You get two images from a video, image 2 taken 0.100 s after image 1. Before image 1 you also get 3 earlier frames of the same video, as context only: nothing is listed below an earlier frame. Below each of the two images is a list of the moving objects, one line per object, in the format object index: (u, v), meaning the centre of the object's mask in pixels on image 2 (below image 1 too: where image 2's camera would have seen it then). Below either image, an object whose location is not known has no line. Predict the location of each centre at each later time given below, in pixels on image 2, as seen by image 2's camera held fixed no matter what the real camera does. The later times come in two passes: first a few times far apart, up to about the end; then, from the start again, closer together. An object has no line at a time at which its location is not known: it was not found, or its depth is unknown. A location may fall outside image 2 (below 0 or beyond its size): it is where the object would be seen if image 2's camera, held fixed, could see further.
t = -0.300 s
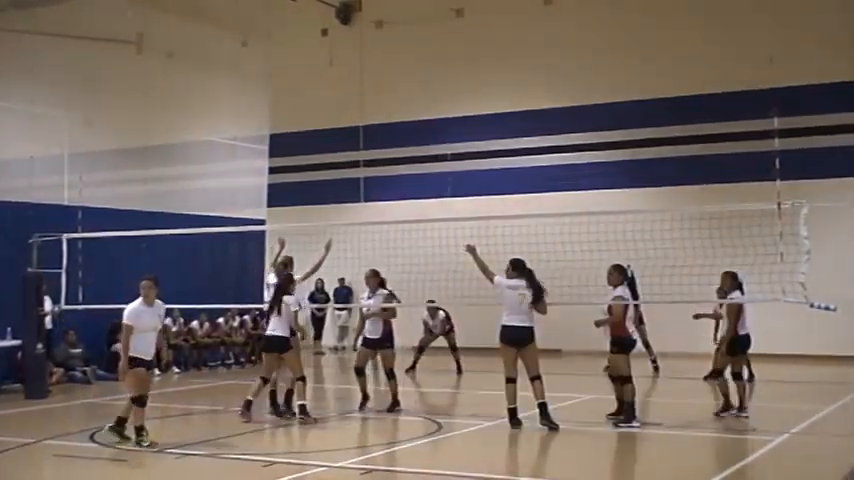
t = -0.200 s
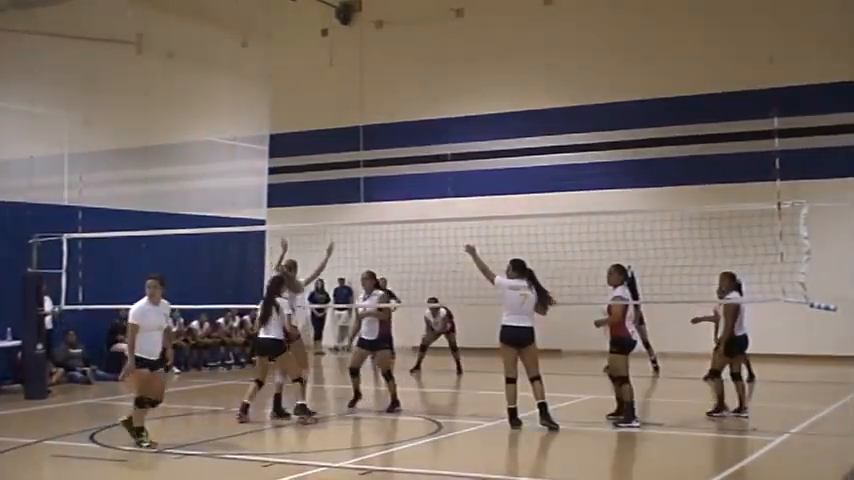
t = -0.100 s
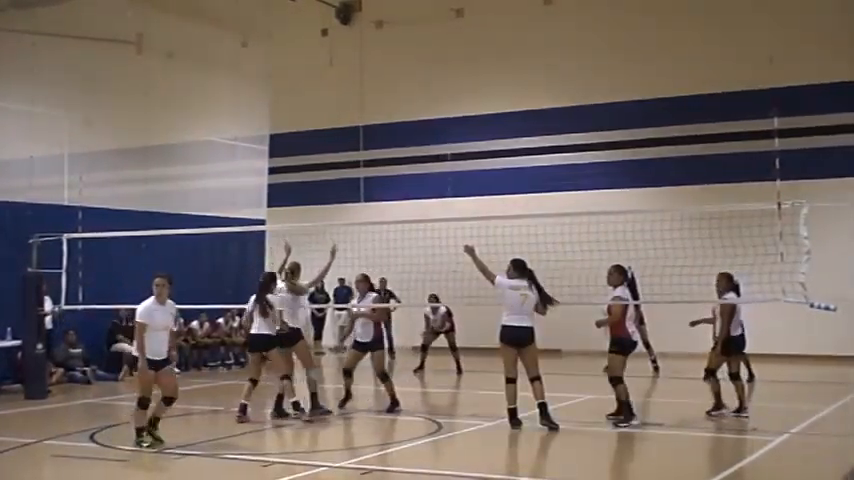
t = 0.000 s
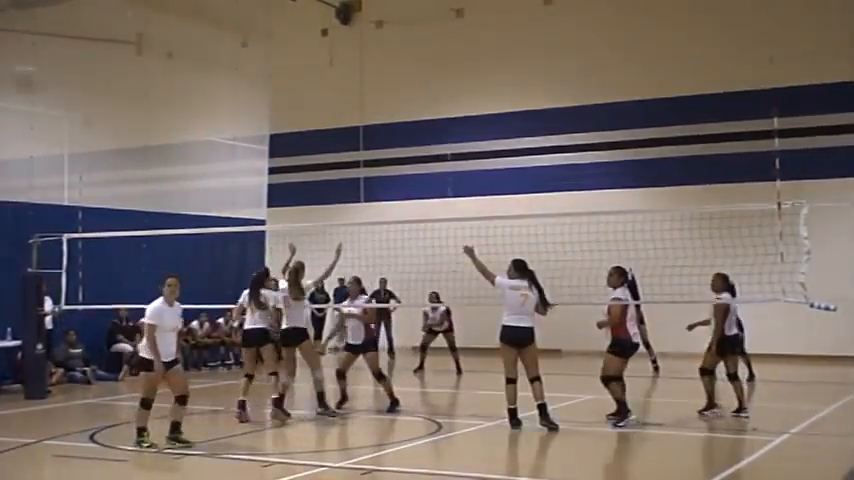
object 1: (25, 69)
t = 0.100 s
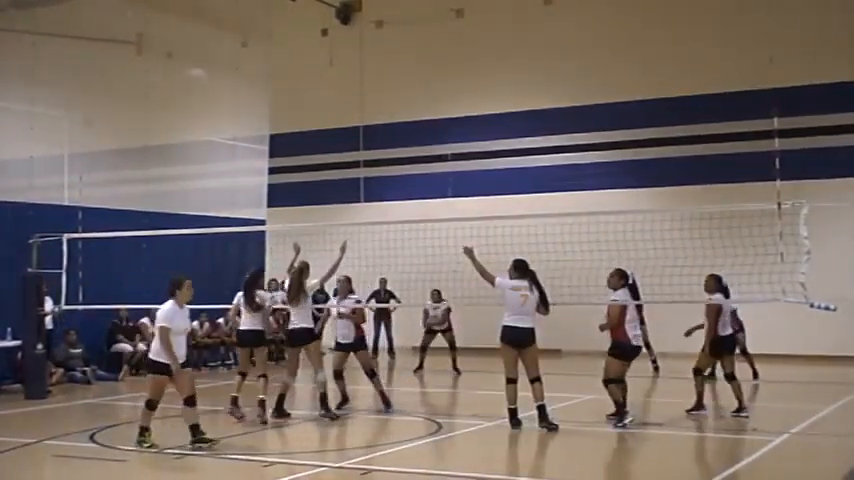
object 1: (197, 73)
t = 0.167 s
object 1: (287, 83)
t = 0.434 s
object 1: (543, 136)
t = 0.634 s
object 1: (672, 190)
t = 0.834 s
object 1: (768, 254)
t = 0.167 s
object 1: (287, 83)
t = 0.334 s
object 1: (461, 117)
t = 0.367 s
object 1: (489, 122)
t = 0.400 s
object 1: (516, 129)
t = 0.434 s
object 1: (543, 136)
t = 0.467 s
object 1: (568, 146)
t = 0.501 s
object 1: (591, 153)
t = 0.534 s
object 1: (613, 164)
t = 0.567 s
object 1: (633, 171)
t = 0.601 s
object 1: (652, 180)
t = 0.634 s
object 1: (672, 190)
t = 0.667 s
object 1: (690, 200)
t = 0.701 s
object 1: (708, 214)
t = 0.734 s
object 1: (723, 221)
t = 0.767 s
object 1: (738, 231)
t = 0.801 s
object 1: (753, 243)
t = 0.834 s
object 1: (768, 254)
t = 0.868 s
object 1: (781, 265)
